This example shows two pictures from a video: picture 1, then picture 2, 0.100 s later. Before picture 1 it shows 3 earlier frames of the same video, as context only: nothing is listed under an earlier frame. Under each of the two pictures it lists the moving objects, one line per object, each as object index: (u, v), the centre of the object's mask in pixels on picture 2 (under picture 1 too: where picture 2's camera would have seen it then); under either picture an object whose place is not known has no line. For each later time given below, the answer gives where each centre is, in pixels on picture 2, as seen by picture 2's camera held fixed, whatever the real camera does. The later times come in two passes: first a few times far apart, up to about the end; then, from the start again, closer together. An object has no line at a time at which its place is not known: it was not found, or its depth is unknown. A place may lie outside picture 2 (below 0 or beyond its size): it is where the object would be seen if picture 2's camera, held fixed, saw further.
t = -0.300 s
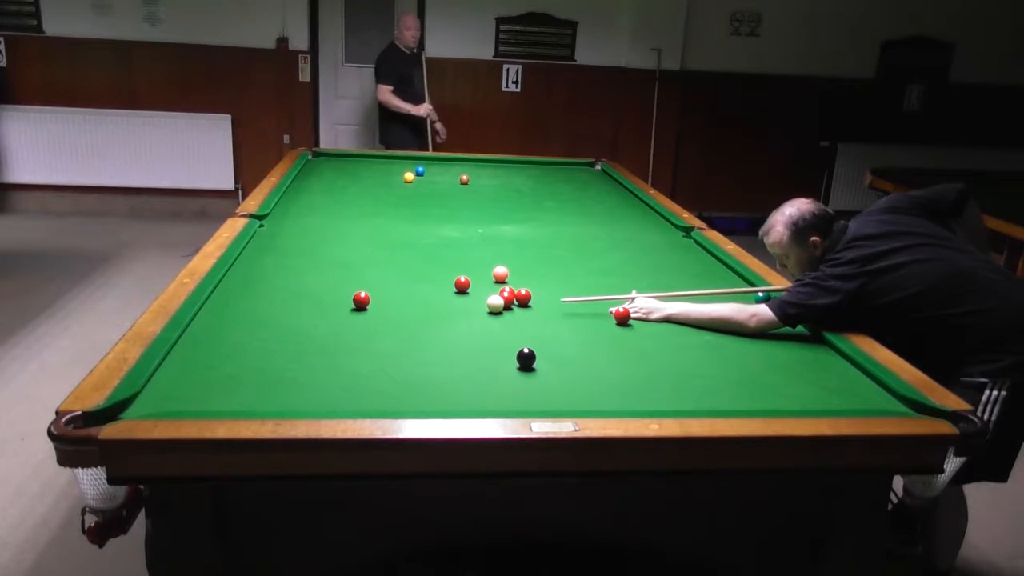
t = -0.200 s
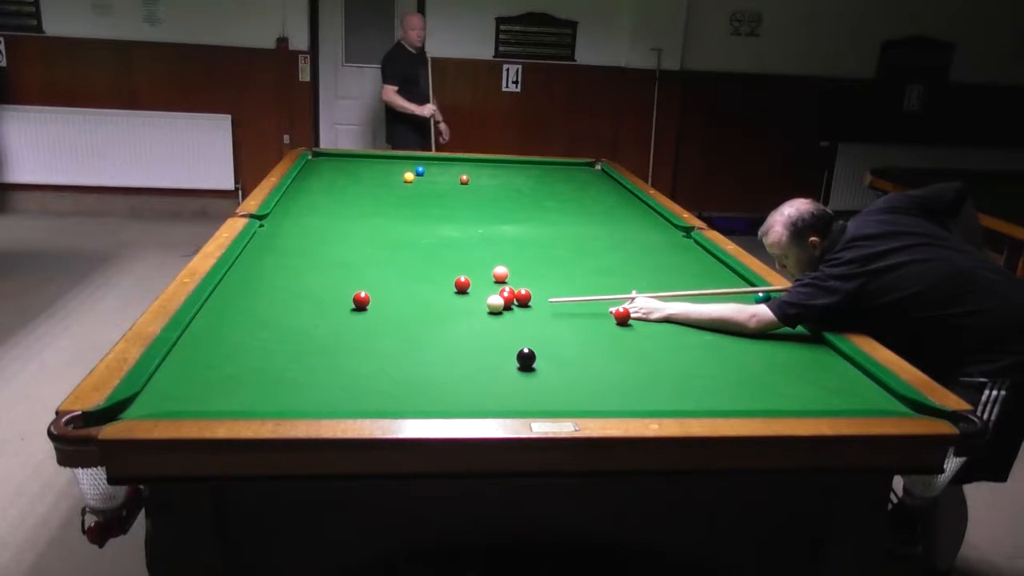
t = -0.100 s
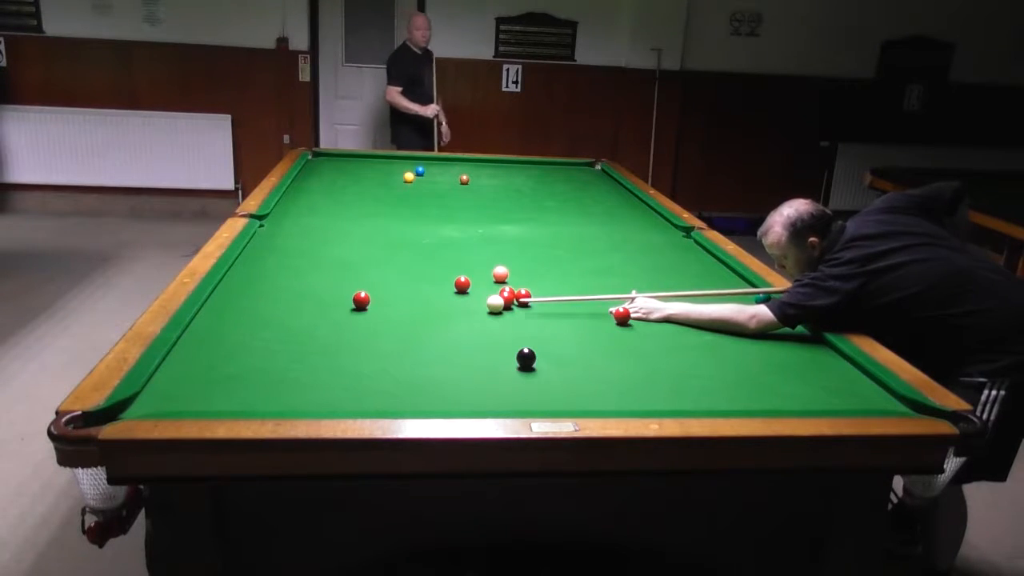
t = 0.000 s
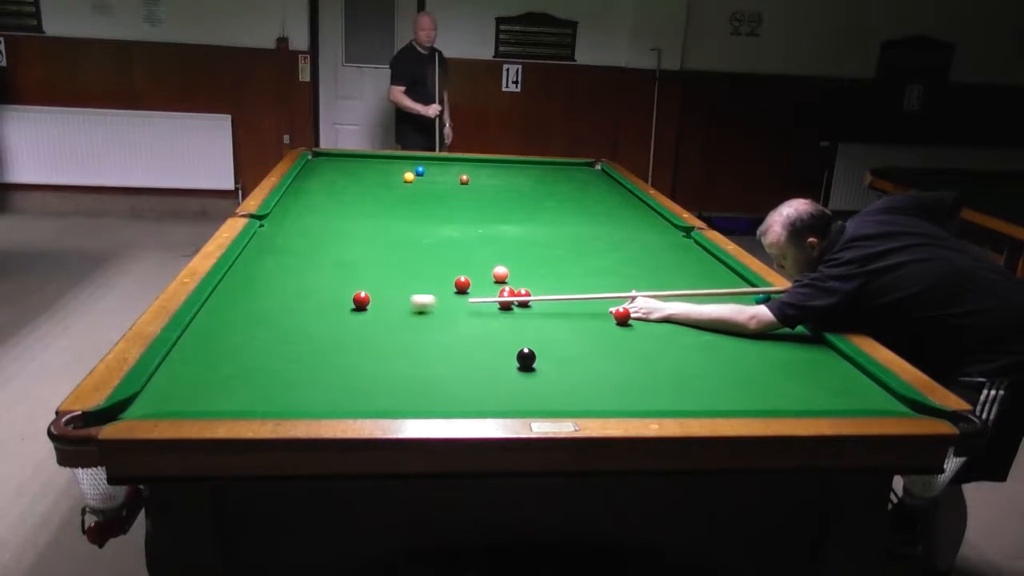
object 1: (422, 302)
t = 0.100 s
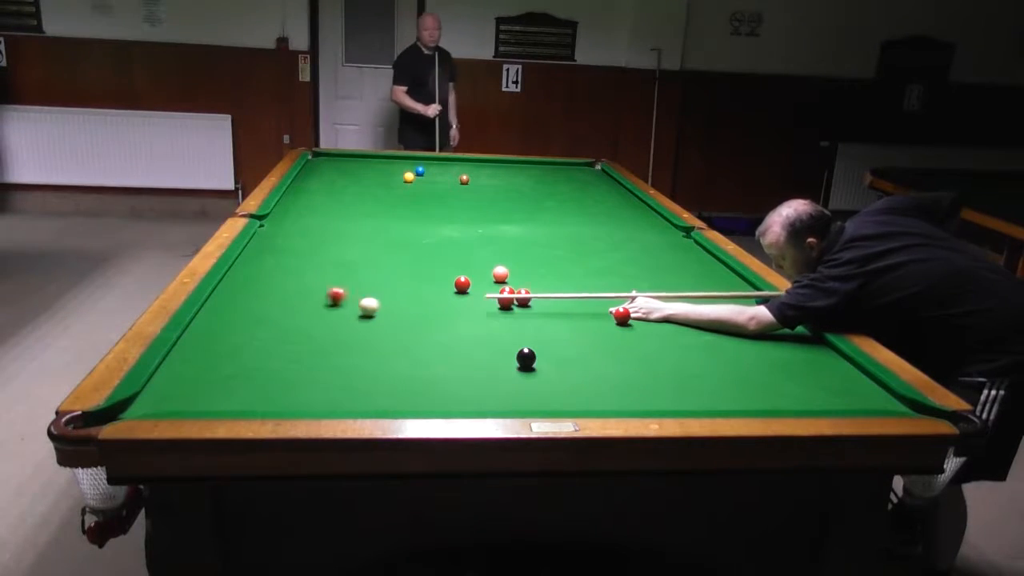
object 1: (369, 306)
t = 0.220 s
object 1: (338, 317)
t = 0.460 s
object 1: (247, 337)
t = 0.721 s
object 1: (201, 362)
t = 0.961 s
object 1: (256, 385)
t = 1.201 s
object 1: (315, 404)
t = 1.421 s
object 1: (372, 393)
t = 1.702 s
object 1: (434, 374)
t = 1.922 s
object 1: (476, 362)
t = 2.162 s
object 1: (513, 349)
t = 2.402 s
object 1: (538, 337)
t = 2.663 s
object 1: (562, 324)
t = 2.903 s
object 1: (582, 315)
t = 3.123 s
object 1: (598, 307)
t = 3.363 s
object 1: (613, 299)
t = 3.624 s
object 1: (629, 292)
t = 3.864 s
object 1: (641, 286)
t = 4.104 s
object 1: (653, 280)
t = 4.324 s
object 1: (663, 276)
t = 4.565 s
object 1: (672, 271)
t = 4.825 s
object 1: (682, 267)
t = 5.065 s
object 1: (689, 264)
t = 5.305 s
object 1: (695, 261)
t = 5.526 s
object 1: (701, 258)
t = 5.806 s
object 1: (706, 255)
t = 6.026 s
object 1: (706, 253)
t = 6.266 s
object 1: (700, 252)
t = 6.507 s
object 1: (695, 251)
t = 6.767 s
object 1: (691, 249)
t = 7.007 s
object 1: (688, 249)
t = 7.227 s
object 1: (686, 248)
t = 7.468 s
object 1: (685, 248)
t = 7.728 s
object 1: (685, 248)
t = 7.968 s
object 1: (685, 248)
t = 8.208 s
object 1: (685, 248)
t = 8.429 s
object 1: (685, 248)
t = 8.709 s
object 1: (685, 248)
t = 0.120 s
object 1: (364, 308)
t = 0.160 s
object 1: (355, 312)
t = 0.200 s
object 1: (344, 316)
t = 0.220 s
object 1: (338, 317)
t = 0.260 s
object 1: (325, 320)
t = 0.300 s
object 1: (310, 324)
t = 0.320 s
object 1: (302, 325)
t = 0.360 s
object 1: (287, 329)
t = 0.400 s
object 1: (271, 333)
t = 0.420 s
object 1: (263, 334)
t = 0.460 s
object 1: (247, 337)
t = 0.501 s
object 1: (230, 342)
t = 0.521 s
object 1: (222, 343)
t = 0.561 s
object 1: (205, 347)
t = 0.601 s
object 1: (187, 350)
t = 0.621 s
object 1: (179, 353)
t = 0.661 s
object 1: (187, 357)
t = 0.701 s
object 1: (197, 360)
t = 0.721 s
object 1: (201, 362)
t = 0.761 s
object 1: (210, 366)
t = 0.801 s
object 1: (219, 370)
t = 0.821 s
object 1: (223, 371)
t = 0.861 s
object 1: (232, 375)
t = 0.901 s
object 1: (242, 379)
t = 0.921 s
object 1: (246, 381)
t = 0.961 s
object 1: (256, 385)
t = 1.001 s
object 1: (266, 389)
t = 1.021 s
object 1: (270, 391)
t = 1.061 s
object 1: (280, 395)
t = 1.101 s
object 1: (290, 398)
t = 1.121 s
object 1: (295, 399)
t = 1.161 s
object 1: (305, 401)
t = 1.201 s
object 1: (315, 404)
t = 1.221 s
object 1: (321, 403)
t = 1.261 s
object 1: (332, 401)
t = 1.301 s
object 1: (342, 399)
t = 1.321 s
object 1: (347, 398)
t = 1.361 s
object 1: (357, 397)
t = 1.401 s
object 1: (367, 394)
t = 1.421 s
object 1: (372, 393)
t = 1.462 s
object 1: (381, 389)
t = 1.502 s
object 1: (390, 387)
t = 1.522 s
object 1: (395, 386)
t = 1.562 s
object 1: (404, 383)
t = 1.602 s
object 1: (412, 381)
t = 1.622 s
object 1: (417, 380)
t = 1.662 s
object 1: (425, 377)
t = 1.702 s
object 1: (434, 374)
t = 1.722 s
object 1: (437, 373)
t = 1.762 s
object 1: (445, 371)
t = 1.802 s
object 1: (453, 369)
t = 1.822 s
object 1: (457, 367)
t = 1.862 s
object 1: (465, 365)
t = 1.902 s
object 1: (472, 363)
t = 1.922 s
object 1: (476, 362)
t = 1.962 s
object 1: (483, 360)
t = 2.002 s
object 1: (490, 358)
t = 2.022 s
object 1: (493, 357)
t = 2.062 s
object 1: (500, 355)
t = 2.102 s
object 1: (506, 353)
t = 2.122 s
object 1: (509, 352)
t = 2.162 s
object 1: (513, 349)
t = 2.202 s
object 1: (517, 347)
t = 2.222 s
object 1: (519, 345)
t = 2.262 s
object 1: (524, 343)
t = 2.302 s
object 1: (528, 341)
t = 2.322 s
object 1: (530, 340)
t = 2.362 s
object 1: (534, 338)
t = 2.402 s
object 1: (538, 337)
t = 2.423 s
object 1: (540, 336)
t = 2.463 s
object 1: (544, 334)
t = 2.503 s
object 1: (548, 332)
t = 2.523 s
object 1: (550, 331)
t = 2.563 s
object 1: (553, 329)
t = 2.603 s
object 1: (557, 327)
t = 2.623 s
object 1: (559, 327)
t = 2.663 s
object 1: (562, 324)
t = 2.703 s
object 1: (566, 323)
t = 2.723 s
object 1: (567, 322)
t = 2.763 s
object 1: (571, 320)
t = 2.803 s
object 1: (574, 319)
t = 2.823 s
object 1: (575, 318)
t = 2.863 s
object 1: (579, 317)
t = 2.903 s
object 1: (582, 315)
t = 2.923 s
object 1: (583, 314)
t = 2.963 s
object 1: (586, 313)
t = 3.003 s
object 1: (589, 311)
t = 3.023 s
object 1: (591, 311)
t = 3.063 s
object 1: (593, 309)
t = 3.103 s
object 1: (596, 308)
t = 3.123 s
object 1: (598, 307)
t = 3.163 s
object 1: (600, 306)
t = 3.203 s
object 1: (603, 304)
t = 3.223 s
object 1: (605, 304)
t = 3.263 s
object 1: (607, 302)
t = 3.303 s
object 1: (610, 301)
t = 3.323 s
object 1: (611, 300)
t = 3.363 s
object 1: (613, 299)
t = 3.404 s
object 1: (616, 298)
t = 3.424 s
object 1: (617, 297)
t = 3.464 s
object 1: (619, 296)
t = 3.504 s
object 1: (622, 295)
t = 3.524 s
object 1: (623, 295)
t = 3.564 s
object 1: (625, 294)
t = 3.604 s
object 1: (628, 292)
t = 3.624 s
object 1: (629, 292)
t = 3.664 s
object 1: (631, 291)
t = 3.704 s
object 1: (633, 290)
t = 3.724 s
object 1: (634, 289)
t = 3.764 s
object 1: (636, 288)
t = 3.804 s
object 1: (638, 287)
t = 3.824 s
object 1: (639, 287)
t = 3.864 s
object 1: (641, 286)
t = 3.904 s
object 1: (643, 285)
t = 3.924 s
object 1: (644, 284)
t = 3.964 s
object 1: (647, 283)
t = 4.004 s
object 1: (648, 283)
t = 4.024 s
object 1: (649, 282)
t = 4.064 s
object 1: (651, 281)
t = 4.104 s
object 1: (653, 280)
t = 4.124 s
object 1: (654, 280)
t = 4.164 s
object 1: (656, 279)
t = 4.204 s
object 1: (658, 278)
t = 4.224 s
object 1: (658, 278)
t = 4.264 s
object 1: (660, 277)
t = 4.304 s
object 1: (662, 276)
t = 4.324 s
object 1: (663, 276)
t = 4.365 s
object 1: (665, 275)
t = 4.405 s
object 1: (666, 274)
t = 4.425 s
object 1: (667, 274)
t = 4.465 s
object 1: (668, 273)
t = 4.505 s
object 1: (670, 273)
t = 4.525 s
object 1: (671, 272)
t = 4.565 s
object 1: (672, 271)
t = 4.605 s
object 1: (674, 270)
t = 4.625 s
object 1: (675, 270)
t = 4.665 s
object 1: (676, 270)
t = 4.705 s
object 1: (677, 269)
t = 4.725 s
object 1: (678, 268)
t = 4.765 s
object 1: (680, 268)
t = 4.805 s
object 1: (681, 267)
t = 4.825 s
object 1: (682, 267)
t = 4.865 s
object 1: (683, 266)
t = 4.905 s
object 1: (684, 266)
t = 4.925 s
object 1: (685, 265)
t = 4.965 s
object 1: (686, 265)
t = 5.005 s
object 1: (687, 264)
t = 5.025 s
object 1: (688, 264)
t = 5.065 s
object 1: (689, 264)
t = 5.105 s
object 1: (690, 263)
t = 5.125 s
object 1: (691, 262)
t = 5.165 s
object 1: (692, 262)
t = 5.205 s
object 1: (693, 262)
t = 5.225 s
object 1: (693, 261)
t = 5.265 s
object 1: (694, 261)
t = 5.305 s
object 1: (695, 261)
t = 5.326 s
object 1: (696, 260)
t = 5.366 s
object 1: (697, 260)
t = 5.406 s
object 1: (698, 260)
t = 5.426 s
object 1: (698, 259)
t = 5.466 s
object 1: (699, 259)
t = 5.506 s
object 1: (700, 258)
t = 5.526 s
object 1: (701, 258)
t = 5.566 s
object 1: (702, 258)
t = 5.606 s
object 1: (702, 257)
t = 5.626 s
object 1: (703, 257)
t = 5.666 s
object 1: (703, 256)
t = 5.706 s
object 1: (704, 256)
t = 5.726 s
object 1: (705, 256)
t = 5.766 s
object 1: (705, 255)
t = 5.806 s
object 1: (706, 255)
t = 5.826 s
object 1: (707, 255)
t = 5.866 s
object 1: (708, 254)
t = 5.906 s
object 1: (708, 254)
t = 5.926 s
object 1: (709, 254)
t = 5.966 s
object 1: (708, 253)
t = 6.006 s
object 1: (707, 253)
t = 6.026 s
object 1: (706, 253)
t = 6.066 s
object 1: (705, 253)
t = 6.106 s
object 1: (704, 253)
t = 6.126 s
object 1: (704, 253)
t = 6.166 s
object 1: (703, 252)
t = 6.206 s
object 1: (702, 252)
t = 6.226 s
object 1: (701, 252)
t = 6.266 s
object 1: (700, 252)
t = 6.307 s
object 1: (699, 251)
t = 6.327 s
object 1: (699, 251)
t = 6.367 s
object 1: (698, 252)
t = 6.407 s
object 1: (697, 251)
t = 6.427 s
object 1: (697, 251)
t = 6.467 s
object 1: (696, 251)
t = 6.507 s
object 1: (695, 251)
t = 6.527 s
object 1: (695, 250)
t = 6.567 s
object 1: (694, 250)
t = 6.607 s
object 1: (693, 250)
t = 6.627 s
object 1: (693, 250)
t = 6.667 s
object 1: (692, 250)
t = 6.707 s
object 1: (692, 249)
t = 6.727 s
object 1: (691, 249)
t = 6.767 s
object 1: (691, 249)
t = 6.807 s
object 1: (690, 249)
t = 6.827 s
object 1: (690, 249)
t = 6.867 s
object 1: (689, 249)
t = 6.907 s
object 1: (689, 249)
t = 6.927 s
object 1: (689, 249)
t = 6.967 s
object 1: (688, 249)
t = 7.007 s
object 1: (688, 249)
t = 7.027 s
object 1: (687, 248)
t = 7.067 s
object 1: (687, 249)
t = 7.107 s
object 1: (687, 248)
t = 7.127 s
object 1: (686, 248)
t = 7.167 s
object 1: (686, 248)
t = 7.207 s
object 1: (686, 248)
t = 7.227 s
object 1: (686, 248)
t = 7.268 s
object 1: (686, 248)
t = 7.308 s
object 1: (685, 248)
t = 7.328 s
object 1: (685, 248)
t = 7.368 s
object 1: (685, 248)
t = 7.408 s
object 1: (685, 248)
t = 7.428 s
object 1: (685, 248)
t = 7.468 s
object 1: (685, 248)
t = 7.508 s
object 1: (685, 248)
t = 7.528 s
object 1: (685, 248)
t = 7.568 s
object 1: (685, 248)
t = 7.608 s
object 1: (685, 248)
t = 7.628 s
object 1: (685, 248)
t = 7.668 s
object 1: (685, 248)
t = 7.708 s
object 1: (685, 248)
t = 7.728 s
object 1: (685, 248)
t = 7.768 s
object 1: (685, 248)
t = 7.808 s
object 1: (685, 248)
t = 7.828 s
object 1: (685, 248)
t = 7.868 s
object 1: (686, 248)
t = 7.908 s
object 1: (685, 248)
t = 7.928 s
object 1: (686, 248)
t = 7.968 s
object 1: (685, 248)
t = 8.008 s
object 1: (685, 248)
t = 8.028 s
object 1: (685, 248)
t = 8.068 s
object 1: (685, 248)
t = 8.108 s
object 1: (685, 248)
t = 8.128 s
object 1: (685, 248)
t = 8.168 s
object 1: (685, 248)
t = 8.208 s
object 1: (685, 248)
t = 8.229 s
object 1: (685, 248)
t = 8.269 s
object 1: (685, 248)
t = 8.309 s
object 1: (685, 248)
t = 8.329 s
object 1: (685, 248)
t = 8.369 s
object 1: (685, 248)
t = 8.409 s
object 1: (685, 248)
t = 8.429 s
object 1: (685, 248)
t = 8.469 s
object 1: (685, 248)
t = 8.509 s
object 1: (685, 248)
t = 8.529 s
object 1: (685, 248)
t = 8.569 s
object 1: (685, 248)
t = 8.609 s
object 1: (685, 248)
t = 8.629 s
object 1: (685, 248)
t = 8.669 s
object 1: (685, 248)
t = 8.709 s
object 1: (685, 248)
